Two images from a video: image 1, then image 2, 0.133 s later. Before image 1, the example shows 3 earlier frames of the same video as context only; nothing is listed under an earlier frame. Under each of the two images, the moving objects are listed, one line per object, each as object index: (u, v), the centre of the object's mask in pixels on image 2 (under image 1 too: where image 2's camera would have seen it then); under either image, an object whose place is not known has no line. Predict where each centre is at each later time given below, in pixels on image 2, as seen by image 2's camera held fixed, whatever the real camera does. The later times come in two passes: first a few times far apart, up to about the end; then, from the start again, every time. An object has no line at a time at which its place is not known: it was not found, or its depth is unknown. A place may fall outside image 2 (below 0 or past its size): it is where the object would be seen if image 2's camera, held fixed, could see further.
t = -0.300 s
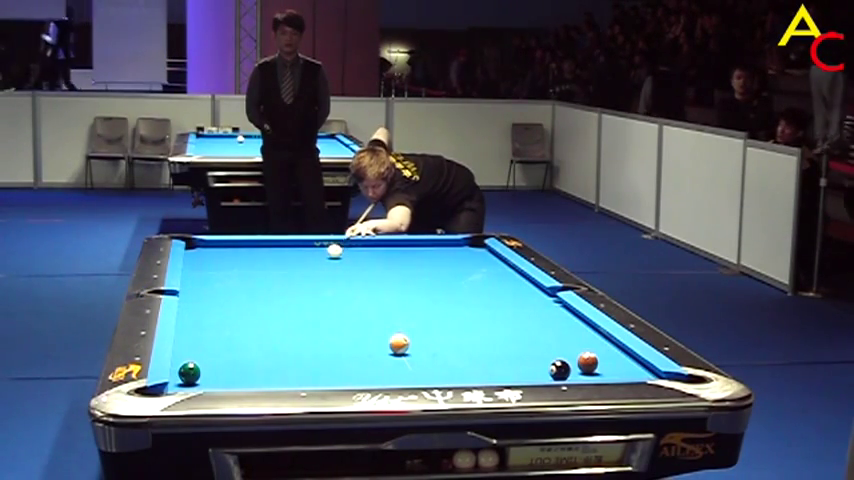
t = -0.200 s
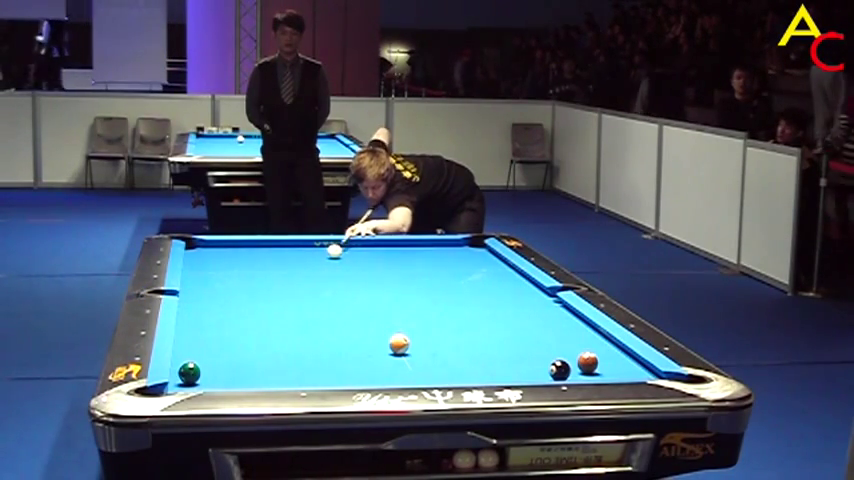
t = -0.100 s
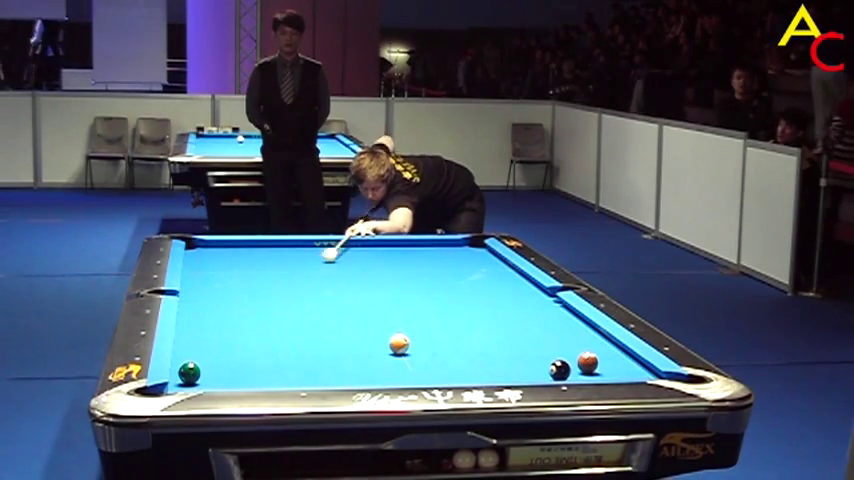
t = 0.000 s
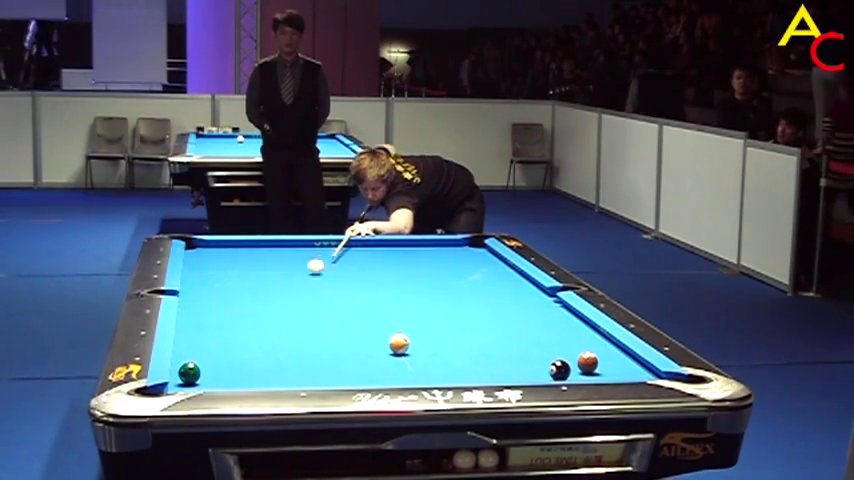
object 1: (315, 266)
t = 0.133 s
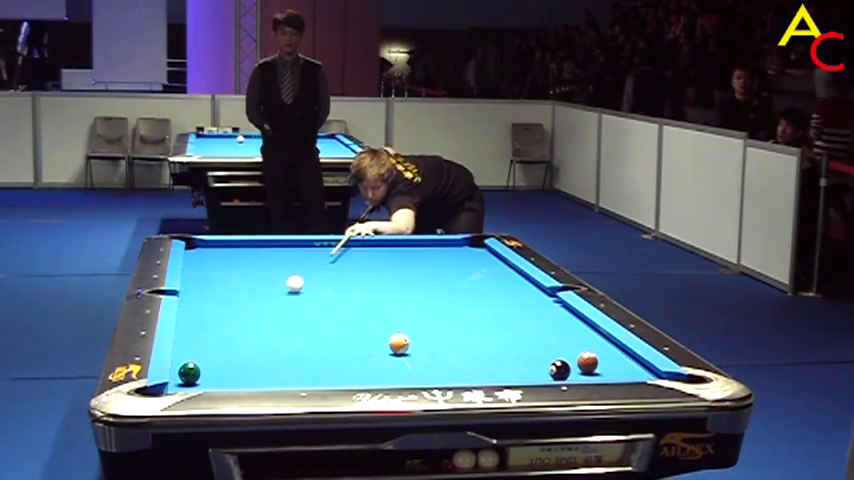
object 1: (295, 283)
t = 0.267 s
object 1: (270, 304)
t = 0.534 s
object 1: (206, 358)
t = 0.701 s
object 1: (188, 370)
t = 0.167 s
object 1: (289, 288)
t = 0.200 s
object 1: (282, 294)
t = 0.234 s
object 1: (276, 298)
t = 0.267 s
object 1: (270, 304)
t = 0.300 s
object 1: (263, 309)
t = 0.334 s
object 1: (256, 316)
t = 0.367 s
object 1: (248, 322)
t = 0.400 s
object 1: (240, 328)
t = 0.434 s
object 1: (233, 335)
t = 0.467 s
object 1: (224, 342)
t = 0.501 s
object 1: (215, 349)
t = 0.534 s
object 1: (206, 358)
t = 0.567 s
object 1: (199, 363)
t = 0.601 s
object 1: (195, 366)
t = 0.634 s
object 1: (192, 368)
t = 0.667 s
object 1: (190, 369)
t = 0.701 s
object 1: (188, 370)
